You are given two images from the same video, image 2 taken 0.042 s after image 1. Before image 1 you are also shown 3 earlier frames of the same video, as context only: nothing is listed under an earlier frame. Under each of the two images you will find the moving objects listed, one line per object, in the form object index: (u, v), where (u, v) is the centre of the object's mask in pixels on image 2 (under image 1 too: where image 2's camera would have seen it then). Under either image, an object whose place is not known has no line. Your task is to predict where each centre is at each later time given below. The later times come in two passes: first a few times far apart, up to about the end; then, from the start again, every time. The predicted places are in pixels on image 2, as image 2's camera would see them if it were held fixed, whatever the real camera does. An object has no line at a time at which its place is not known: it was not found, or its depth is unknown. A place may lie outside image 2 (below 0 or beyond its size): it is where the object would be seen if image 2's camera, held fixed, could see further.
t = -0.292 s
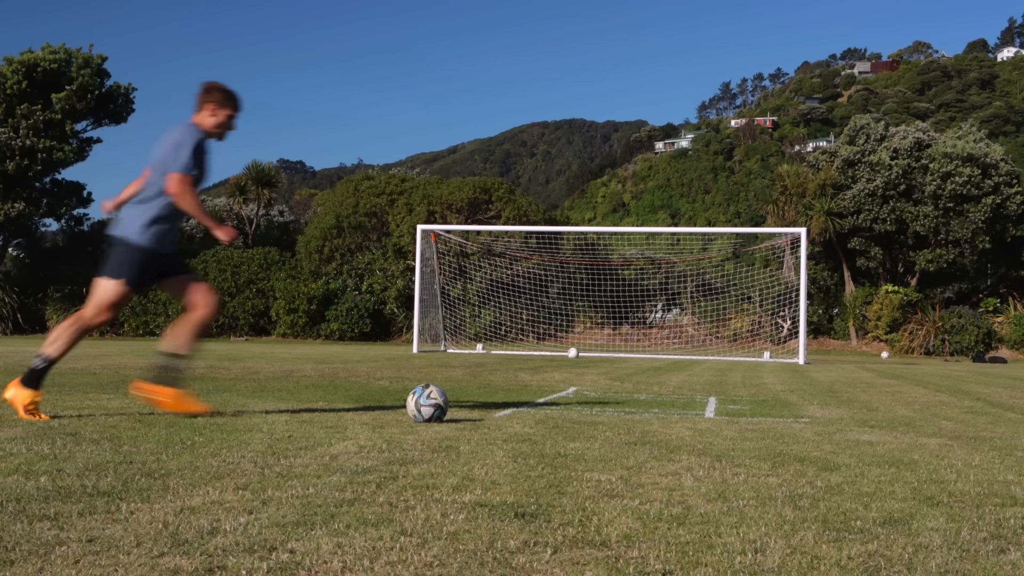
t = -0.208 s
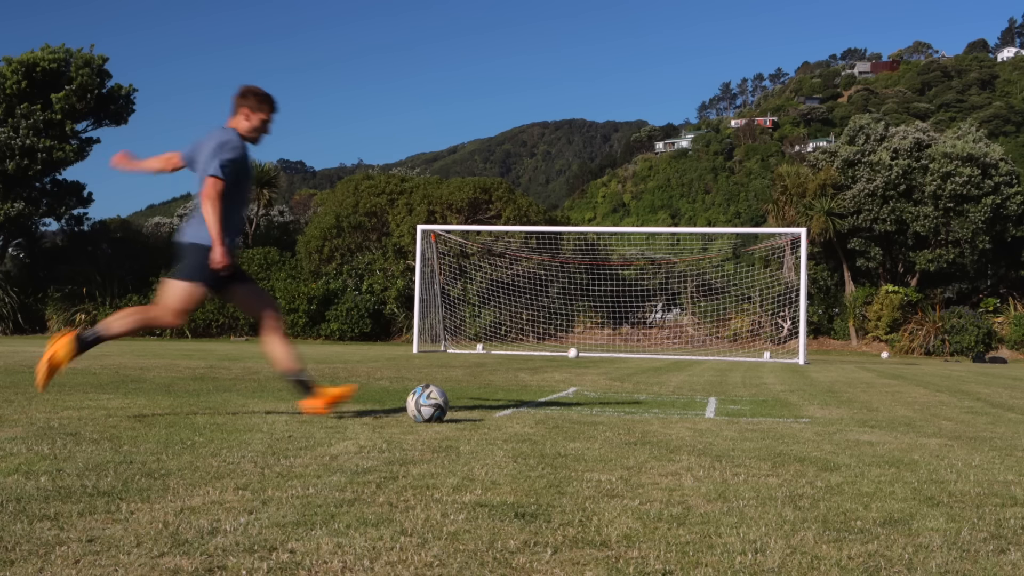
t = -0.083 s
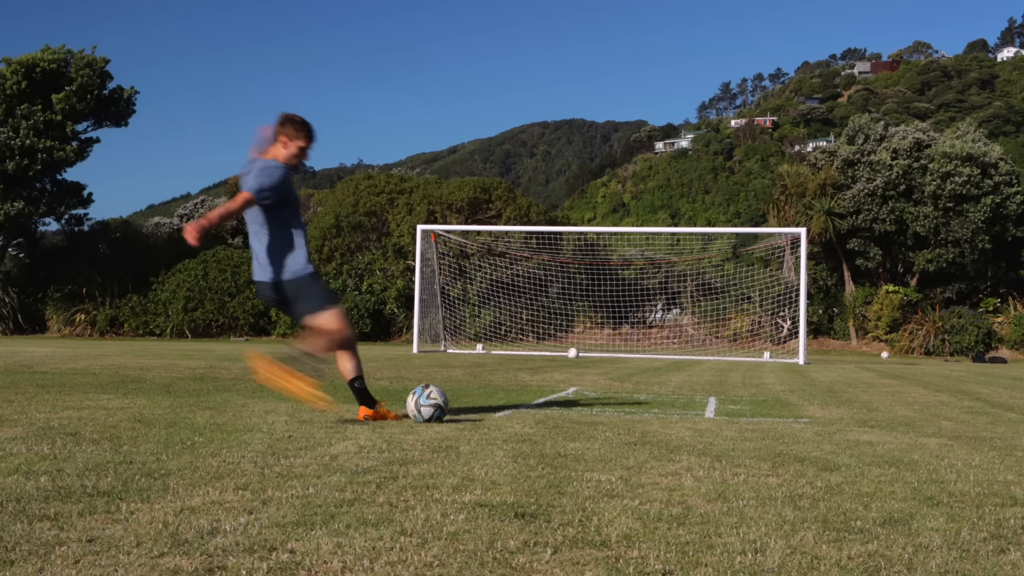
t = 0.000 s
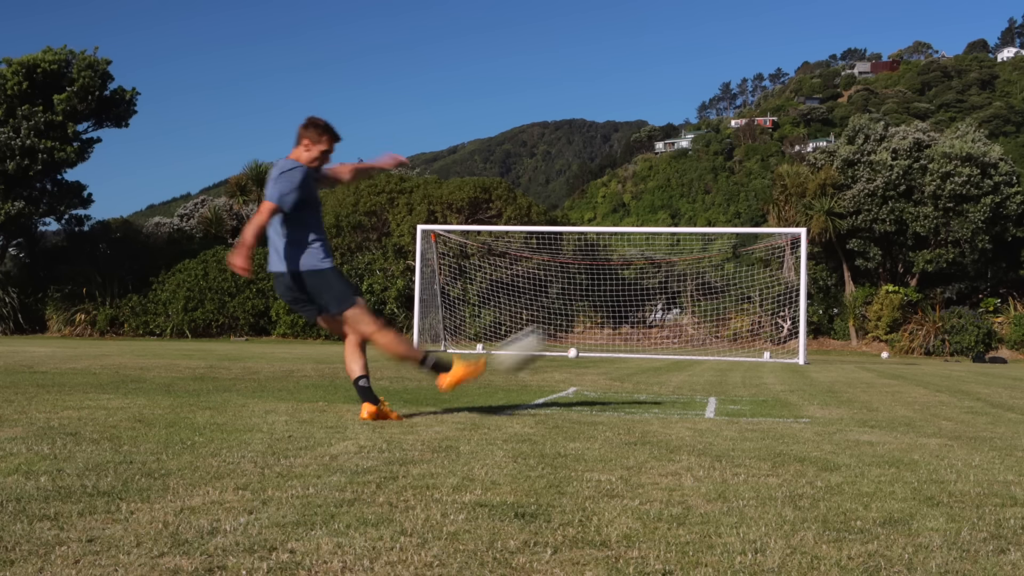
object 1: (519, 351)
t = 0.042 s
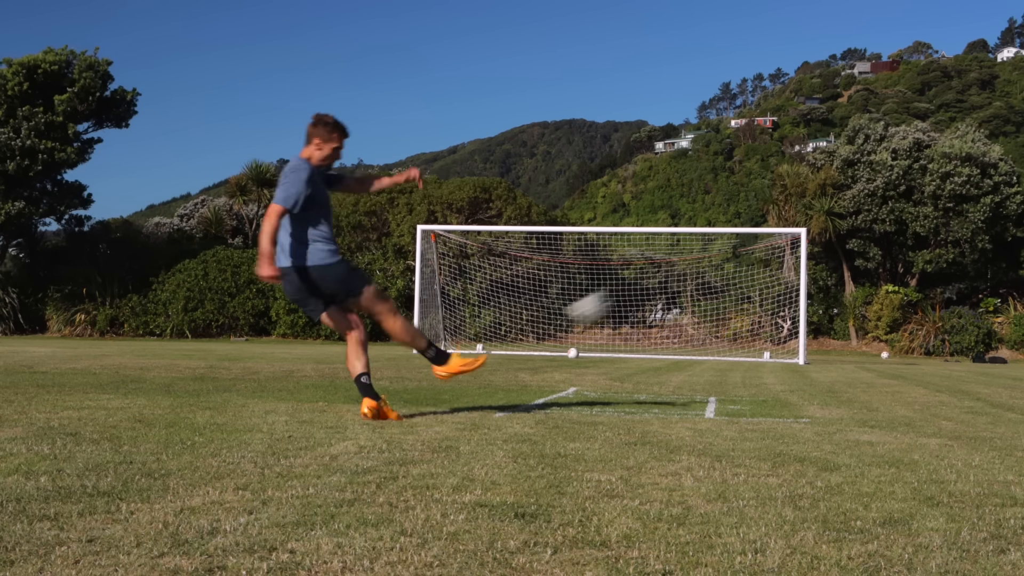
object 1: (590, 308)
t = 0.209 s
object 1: (737, 227)
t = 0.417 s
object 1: (794, 203)
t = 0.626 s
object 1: (803, 209)
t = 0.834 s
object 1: (795, 214)
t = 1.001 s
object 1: (790, 153)
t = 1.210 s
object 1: (782, 84)
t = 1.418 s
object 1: (773, 27)
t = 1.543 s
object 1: (766, 4)
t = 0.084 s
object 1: (640, 280)
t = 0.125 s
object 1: (679, 259)
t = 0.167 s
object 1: (712, 242)
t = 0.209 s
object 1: (737, 227)
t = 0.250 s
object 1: (756, 218)
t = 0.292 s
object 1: (769, 212)
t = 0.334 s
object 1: (781, 207)
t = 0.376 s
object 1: (788, 204)
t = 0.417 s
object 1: (794, 203)
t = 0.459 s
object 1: (799, 202)
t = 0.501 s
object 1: (801, 203)
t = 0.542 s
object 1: (803, 203)
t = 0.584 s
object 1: (803, 206)
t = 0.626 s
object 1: (803, 209)
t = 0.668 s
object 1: (803, 213)
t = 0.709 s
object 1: (801, 217)
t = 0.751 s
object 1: (800, 222)
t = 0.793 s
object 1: (797, 227)
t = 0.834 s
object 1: (795, 214)
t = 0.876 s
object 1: (794, 199)
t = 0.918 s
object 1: (793, 183)
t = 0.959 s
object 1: (792, 168)
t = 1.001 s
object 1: (790, 153)
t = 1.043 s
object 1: (789, 139)
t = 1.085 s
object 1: (787, 124)
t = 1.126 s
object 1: (786, 111)
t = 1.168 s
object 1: (784, 97)
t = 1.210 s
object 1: (782, 84)
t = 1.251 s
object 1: (781, 73)
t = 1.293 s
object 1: (779, 60)
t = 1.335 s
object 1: (777, 49)
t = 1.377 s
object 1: (775, 38)
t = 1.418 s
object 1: (773, 27)
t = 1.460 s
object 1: (771, 17)
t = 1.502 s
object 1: (769, 8)
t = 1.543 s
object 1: (766, 4)
